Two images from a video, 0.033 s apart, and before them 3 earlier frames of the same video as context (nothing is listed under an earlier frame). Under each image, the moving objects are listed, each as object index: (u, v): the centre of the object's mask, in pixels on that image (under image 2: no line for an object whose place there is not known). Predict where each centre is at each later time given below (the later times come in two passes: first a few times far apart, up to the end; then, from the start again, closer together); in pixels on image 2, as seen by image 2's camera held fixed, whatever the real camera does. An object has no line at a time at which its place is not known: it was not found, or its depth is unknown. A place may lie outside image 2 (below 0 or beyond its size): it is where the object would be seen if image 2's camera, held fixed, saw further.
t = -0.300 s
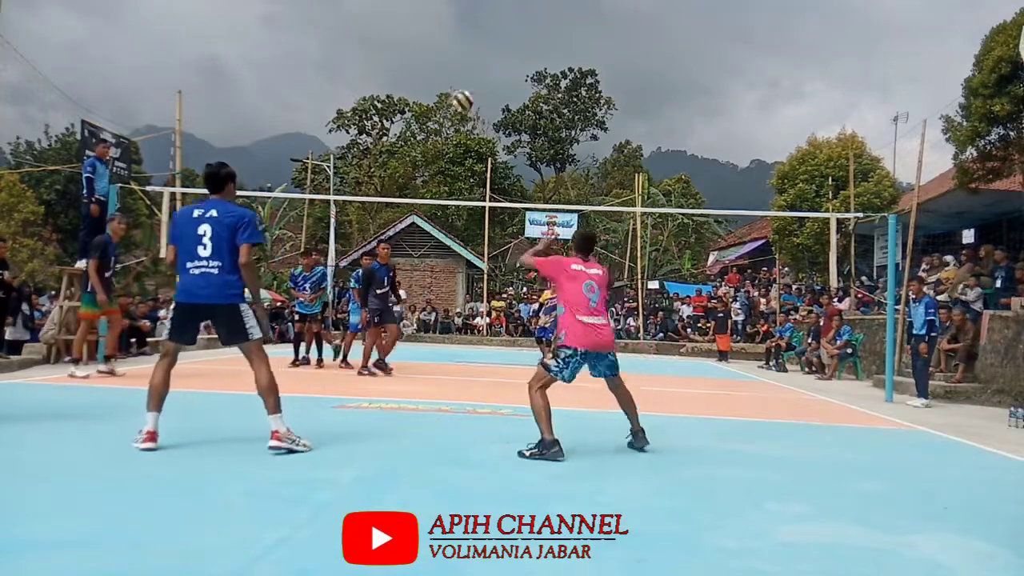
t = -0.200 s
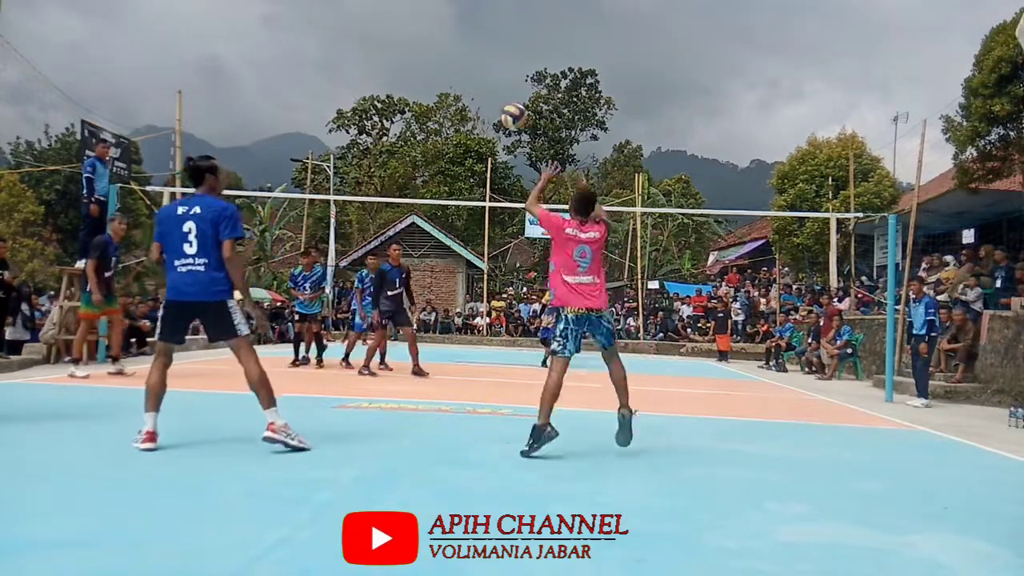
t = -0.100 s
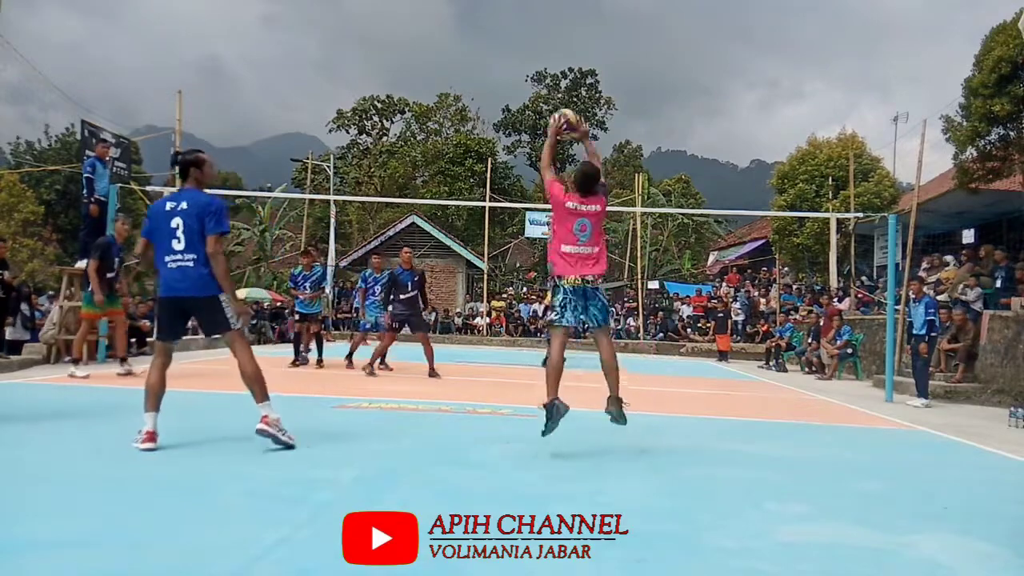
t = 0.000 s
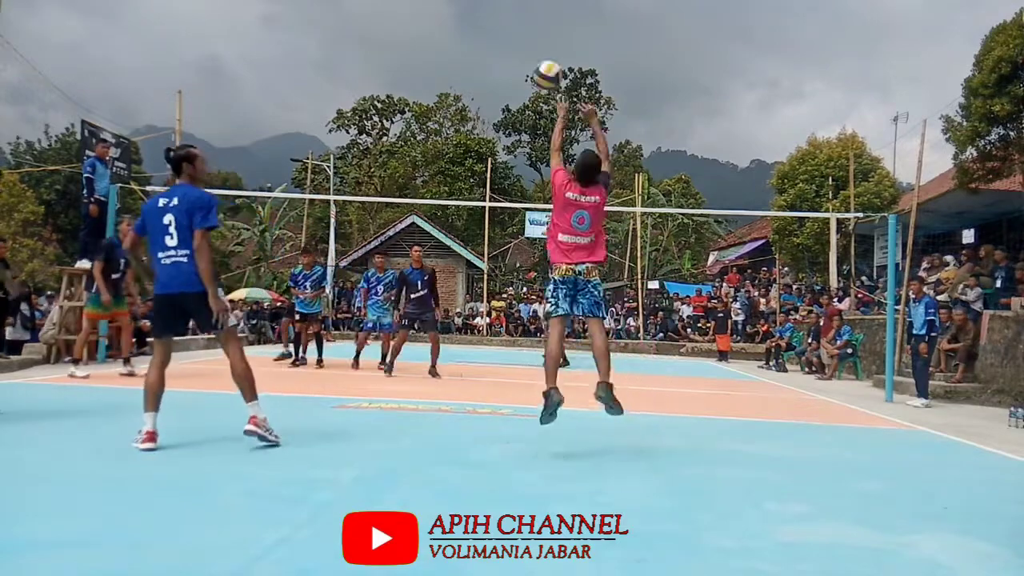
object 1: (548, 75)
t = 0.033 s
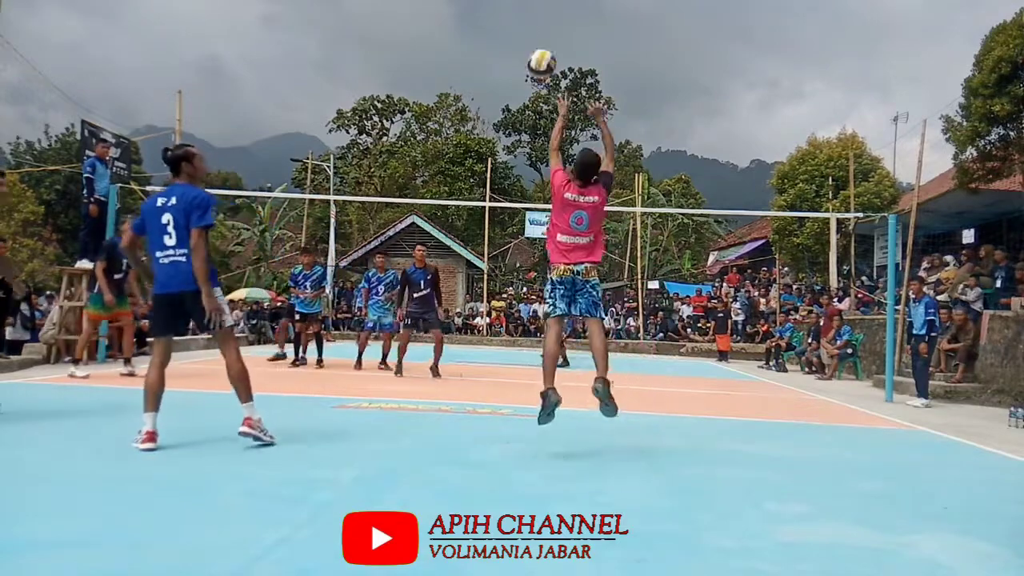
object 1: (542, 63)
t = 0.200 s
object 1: (514, 30)
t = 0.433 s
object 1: (480, 45)
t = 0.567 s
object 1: (462, 77)
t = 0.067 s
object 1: (536, 54)
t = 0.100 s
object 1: (530, 46)
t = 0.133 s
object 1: (525, 39)
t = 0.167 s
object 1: (520, 33)
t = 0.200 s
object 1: (514, 30)
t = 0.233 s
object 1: (509, 29)
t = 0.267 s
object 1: (504, 28)
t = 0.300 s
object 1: (499, 28)
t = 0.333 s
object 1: (495, 30)
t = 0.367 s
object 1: (490, 33)
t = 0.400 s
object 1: (485, 38)
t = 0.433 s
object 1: (480, 45)
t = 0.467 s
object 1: (475, 51)
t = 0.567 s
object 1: (462, 77)
